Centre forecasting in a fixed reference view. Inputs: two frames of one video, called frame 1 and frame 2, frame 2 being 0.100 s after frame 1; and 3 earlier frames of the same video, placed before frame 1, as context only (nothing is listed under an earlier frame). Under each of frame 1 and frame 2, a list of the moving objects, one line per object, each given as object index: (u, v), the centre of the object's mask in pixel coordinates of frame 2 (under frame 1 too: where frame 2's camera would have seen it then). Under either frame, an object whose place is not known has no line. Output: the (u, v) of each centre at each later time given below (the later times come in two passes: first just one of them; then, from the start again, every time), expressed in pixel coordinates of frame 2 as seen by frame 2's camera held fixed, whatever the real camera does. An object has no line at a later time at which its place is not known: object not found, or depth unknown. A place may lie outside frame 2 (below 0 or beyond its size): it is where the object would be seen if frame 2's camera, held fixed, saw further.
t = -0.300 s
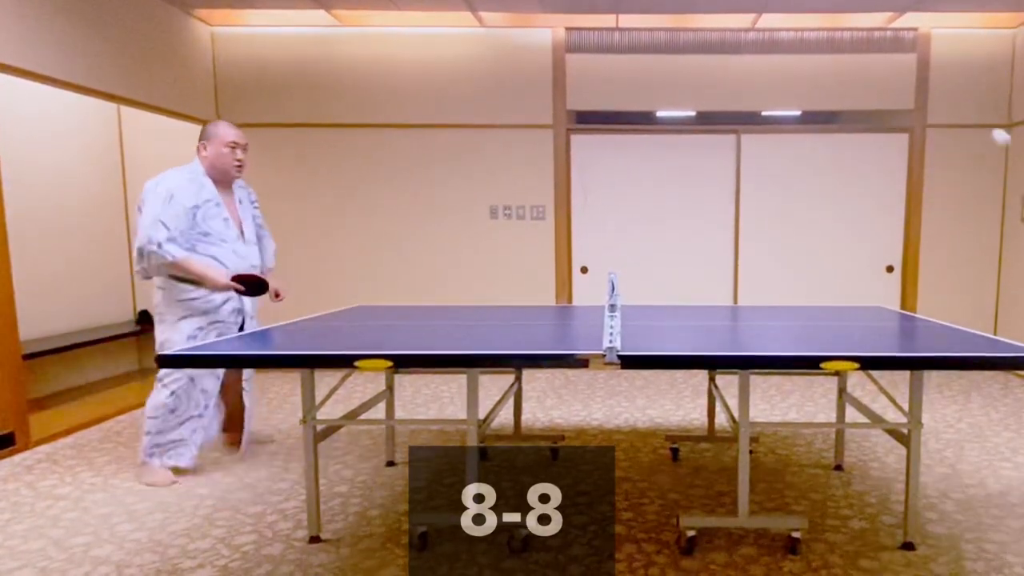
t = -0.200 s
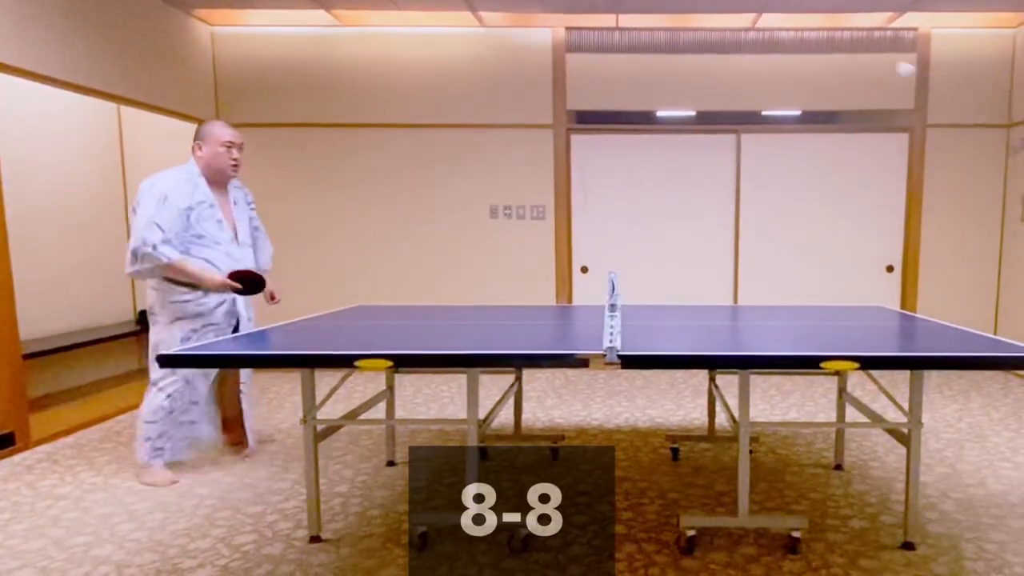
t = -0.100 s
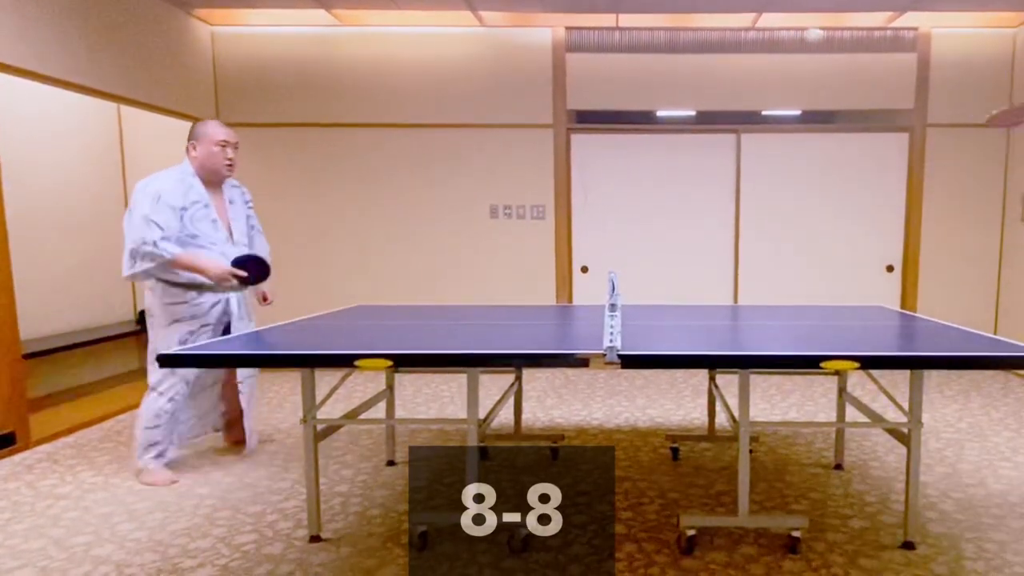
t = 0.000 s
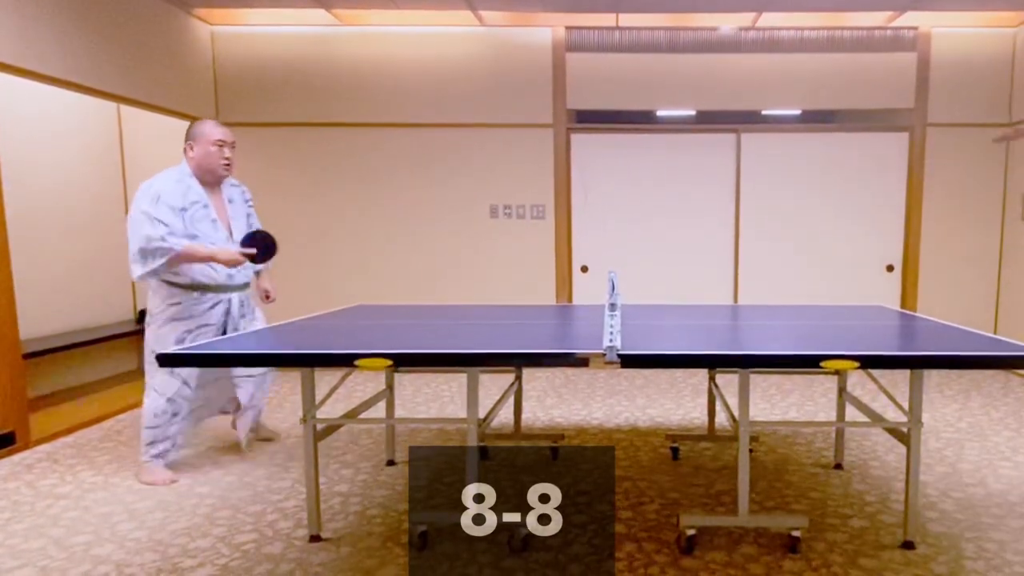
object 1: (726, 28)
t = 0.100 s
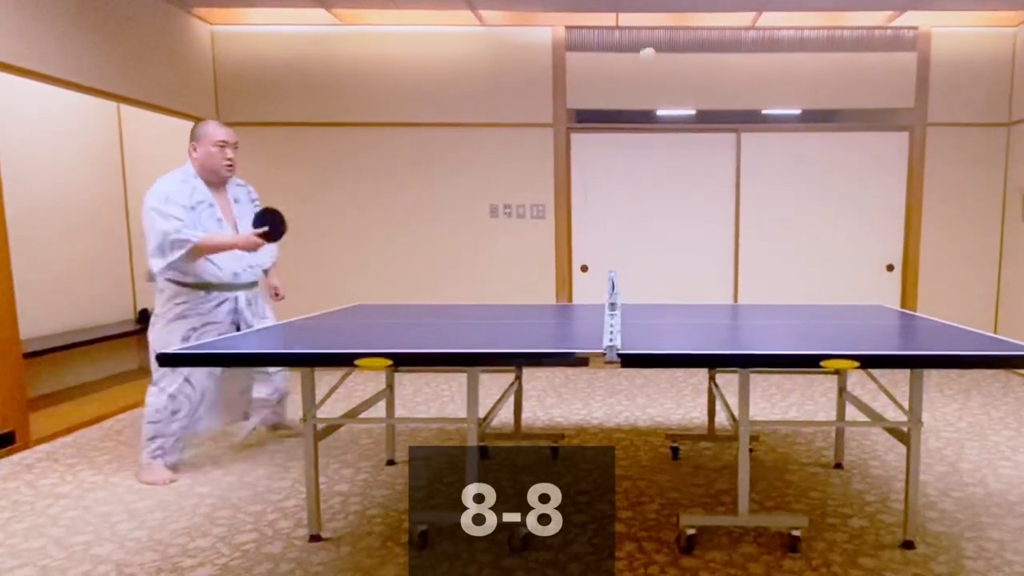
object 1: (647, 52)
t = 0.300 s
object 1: (502, 178)
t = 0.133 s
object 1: (621, 68)
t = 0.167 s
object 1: (595, 85)
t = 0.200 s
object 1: (570, 106)
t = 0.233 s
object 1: (547, 127)
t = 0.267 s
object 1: (524, 151)
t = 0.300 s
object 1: (502, 178)
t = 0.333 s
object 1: (481, 207)
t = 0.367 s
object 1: (460, 237)
